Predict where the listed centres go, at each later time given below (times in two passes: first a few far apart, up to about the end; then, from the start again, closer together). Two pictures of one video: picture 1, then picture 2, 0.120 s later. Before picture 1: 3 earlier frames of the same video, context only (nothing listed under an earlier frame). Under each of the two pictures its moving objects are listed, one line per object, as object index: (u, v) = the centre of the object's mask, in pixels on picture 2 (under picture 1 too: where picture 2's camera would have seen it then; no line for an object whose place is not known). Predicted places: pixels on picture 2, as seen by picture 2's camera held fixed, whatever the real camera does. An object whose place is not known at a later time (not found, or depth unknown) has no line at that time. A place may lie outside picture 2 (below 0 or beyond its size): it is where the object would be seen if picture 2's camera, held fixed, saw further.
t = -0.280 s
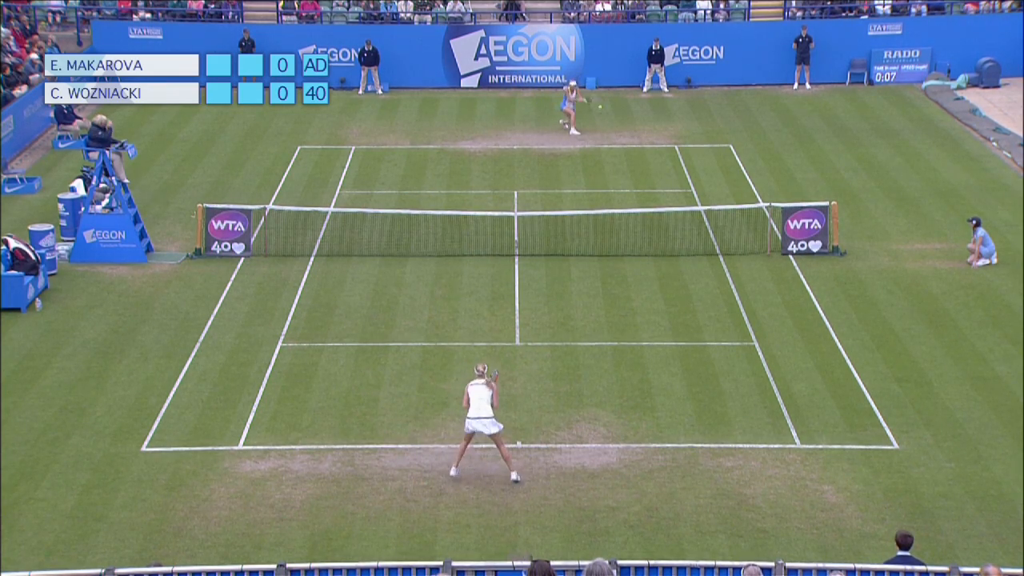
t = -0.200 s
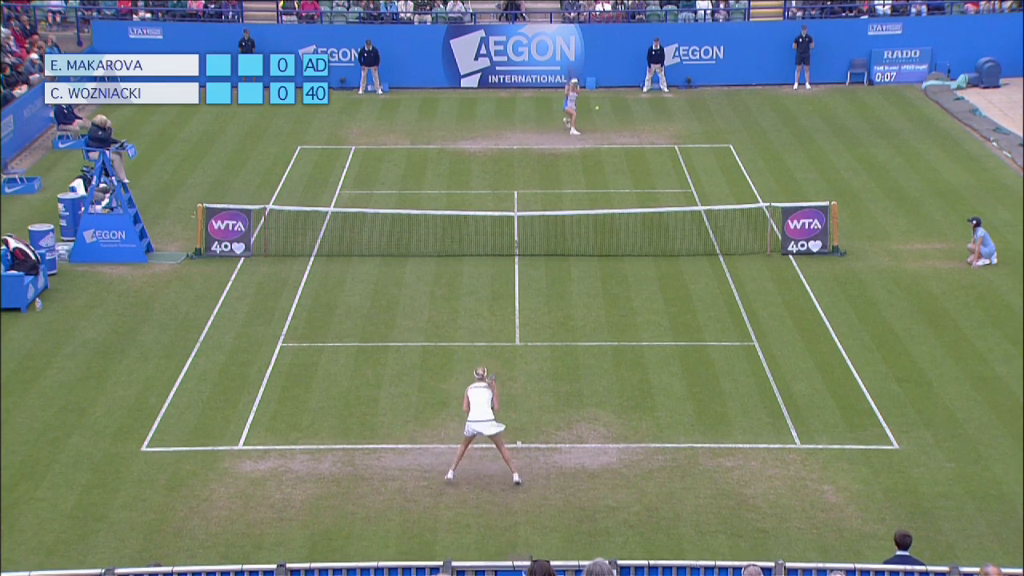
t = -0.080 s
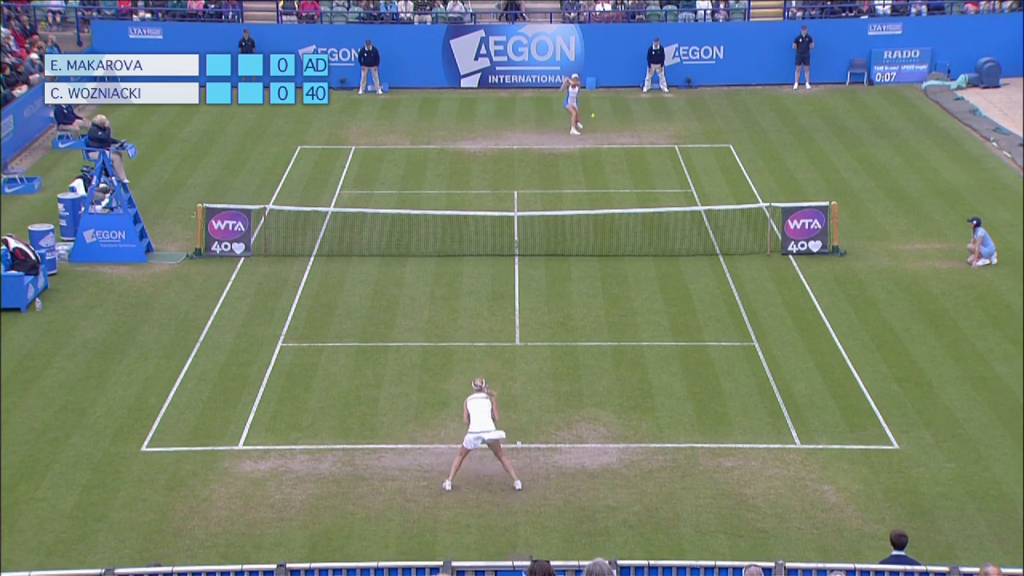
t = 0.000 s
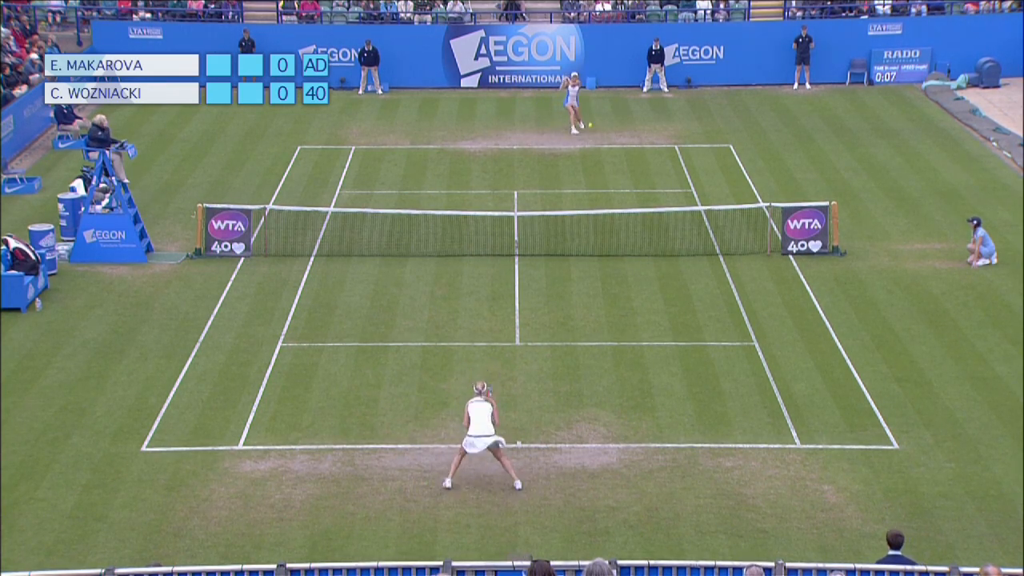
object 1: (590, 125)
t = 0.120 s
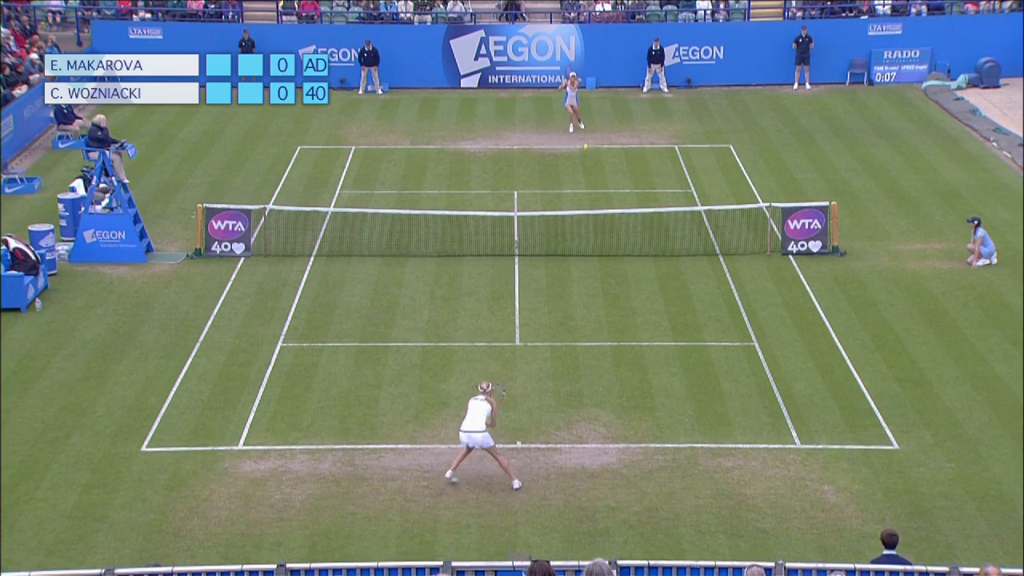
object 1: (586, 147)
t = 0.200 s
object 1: (583, 165)
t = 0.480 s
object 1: (573, 264)
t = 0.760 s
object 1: (567, 396)
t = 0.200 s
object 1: (583, 165)
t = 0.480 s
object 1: (573, 264)
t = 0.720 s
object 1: (568, 397)
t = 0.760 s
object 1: (567, 396)
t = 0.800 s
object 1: (565, 394)
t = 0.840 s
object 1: (564, 394)
